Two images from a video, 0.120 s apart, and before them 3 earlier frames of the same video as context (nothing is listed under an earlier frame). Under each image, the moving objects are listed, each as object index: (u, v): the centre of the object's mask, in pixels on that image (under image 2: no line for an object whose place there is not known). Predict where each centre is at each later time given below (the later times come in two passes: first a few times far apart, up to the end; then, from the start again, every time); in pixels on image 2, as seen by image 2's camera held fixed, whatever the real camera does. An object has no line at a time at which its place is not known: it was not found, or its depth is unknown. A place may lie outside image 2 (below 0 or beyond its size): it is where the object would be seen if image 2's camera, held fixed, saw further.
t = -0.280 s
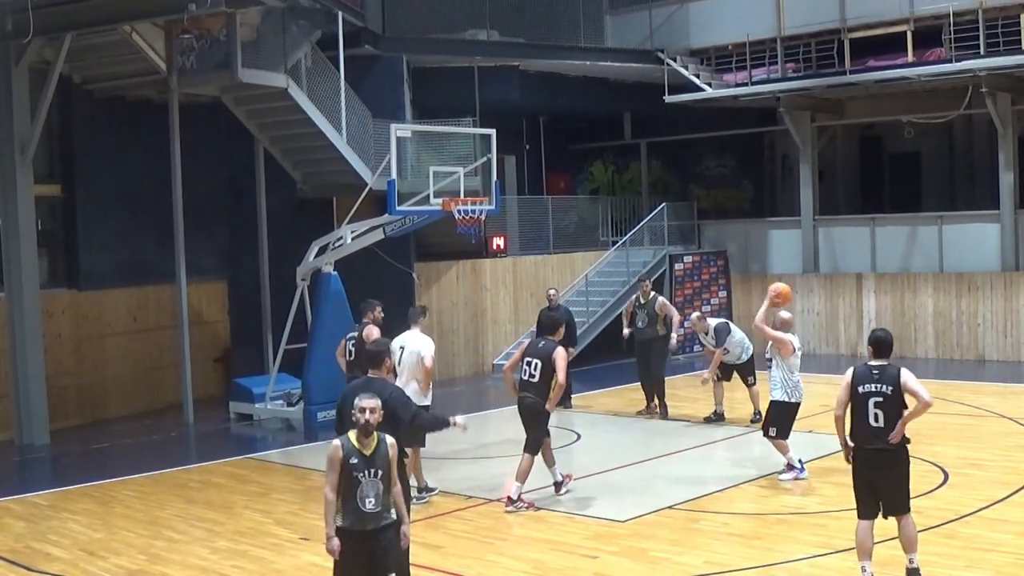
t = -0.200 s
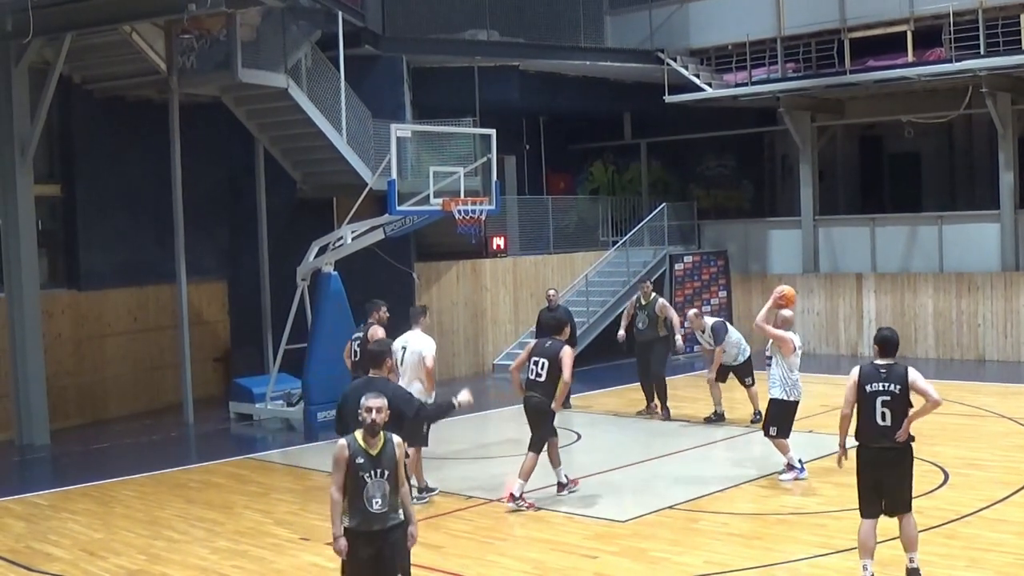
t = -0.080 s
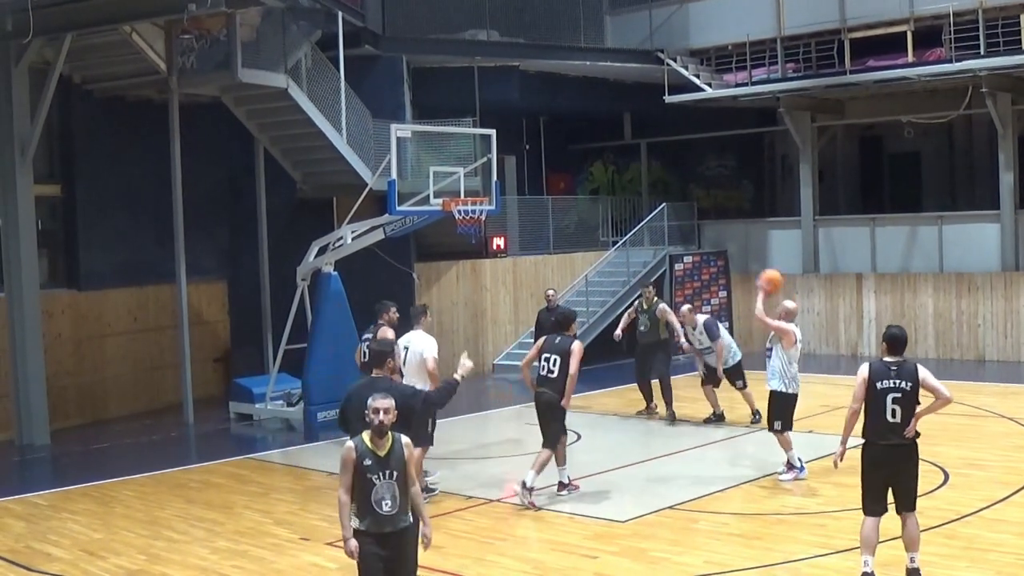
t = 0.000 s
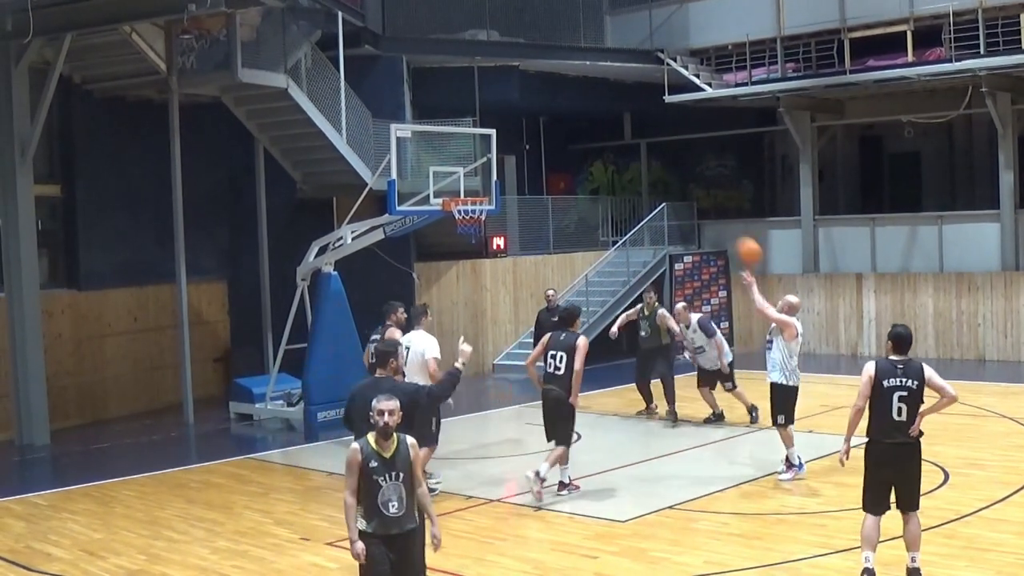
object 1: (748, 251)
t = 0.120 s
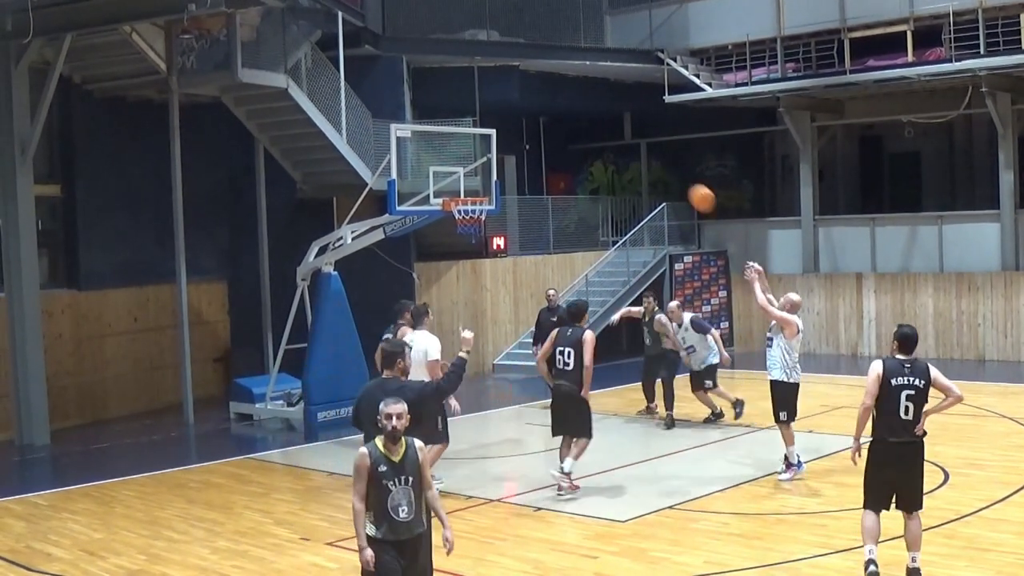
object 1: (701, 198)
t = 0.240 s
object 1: (658, 160)
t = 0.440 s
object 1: (592, 129)
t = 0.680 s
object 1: (524, 138)
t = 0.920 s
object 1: (465, 189)
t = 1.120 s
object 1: (501, 169)
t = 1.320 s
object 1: (546, 171)
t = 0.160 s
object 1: (687, 184)
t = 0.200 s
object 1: (672, 171)
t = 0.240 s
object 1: (658, 160)
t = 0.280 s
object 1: (644, 151)
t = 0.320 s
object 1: (631, 143)
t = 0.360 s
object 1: (618, 137)
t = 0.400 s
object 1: (605, 132)
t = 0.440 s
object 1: (592, 129)
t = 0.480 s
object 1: (580, 127)
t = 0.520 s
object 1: (568, 127)
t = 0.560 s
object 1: (557, 128)
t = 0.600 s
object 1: (546, 130)
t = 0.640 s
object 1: (535, 133)
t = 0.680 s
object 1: (524, 138)
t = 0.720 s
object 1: (513, 143)
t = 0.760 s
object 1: (504, 150)
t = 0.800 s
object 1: (494, 158)
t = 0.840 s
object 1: (484, 167)
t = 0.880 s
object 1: (475, 178)
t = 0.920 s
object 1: (465, 189)
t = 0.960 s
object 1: (466, 189)
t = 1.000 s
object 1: (475, 182)
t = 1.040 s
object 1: (483, 176)
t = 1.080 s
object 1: (491, 172)
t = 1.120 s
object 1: (501, 169)
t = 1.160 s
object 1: (509, 166)
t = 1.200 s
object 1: (518, 166)
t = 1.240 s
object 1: (527, 166)
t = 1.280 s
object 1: (536, 168)
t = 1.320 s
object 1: (546, 171)
